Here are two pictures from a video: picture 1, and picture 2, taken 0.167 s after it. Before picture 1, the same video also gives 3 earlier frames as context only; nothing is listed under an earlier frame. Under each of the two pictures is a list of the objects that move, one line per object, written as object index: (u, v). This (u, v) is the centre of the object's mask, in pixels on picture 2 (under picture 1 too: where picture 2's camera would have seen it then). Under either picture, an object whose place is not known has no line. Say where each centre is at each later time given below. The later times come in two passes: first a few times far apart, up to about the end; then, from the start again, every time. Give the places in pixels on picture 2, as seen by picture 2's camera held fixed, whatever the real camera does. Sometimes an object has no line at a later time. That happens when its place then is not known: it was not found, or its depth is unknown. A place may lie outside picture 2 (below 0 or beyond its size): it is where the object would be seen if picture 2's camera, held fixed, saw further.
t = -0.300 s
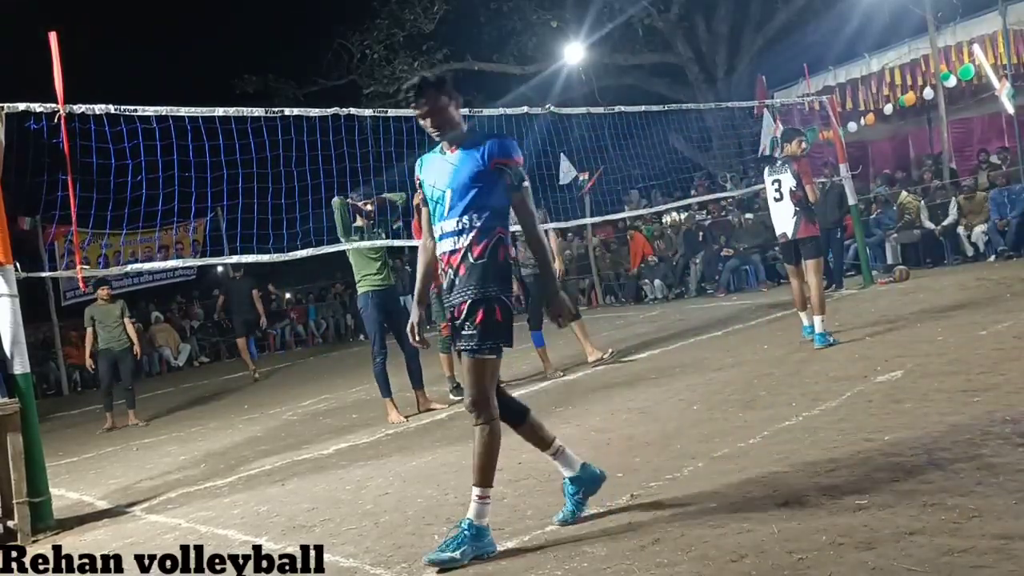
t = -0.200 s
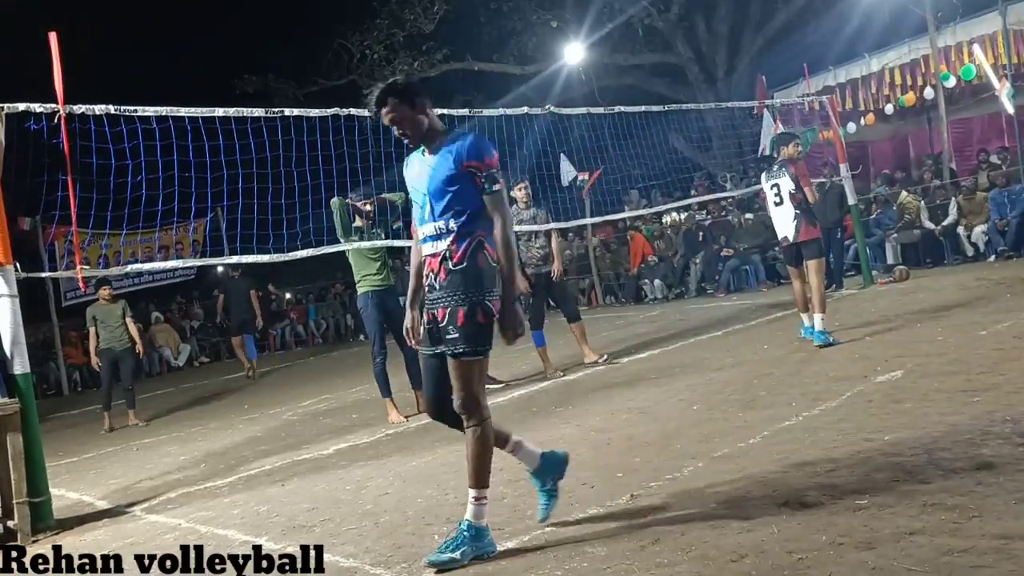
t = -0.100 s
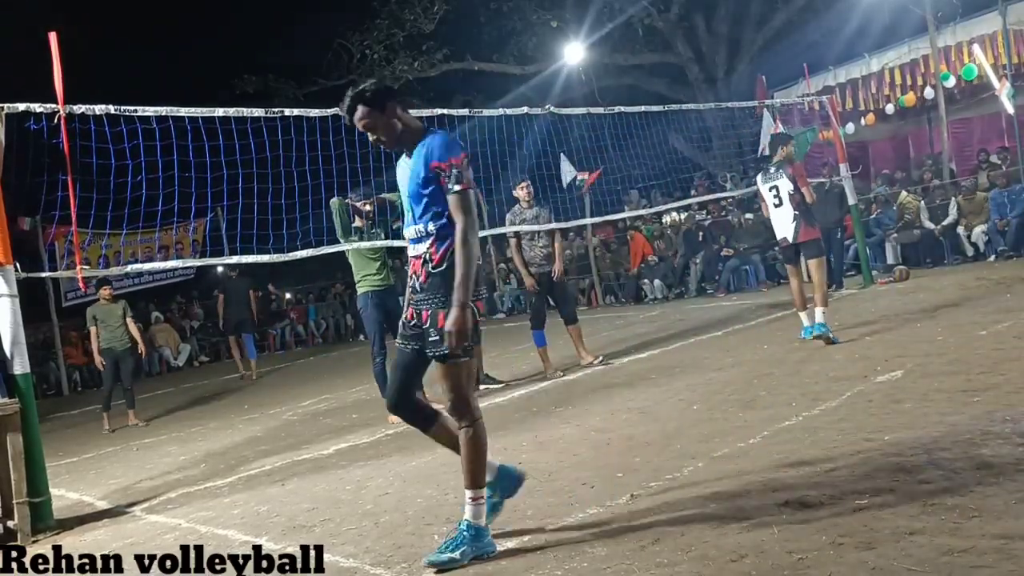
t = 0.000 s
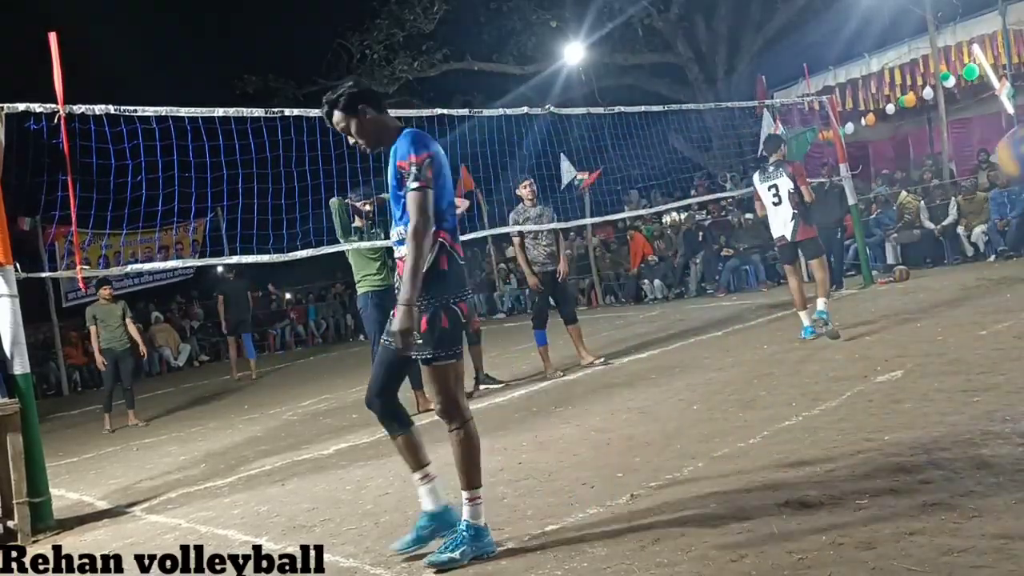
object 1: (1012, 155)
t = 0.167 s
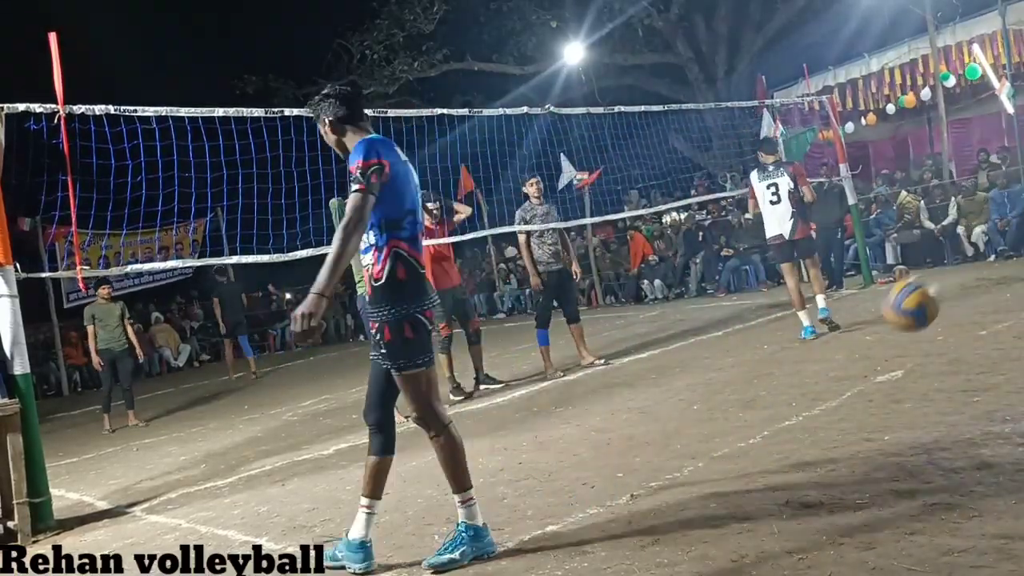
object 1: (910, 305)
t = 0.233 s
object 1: (876, 374)
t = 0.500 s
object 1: (689, 314)
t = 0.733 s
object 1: (560, 298)
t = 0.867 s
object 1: (505, 330)
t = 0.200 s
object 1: (894, 336)
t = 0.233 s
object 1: (876, 374)
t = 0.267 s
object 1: (863, 404)
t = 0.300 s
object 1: (844, 425)
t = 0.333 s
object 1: (814, 400)
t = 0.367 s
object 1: (786, 377)
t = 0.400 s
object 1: (761, 358)
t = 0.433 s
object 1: (735, 340)
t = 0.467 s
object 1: (712, 326)
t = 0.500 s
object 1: (689, 314)
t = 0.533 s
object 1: (667, 305)
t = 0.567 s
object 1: (647, 299)
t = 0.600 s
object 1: (627, 295)
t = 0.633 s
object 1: (609, 293)
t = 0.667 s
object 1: (593, 293)
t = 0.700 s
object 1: (574, 294)
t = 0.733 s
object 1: (560, 298)
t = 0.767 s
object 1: (545, 304)
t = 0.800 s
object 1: (531, 311)
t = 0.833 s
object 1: (517, 320)
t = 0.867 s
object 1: (505, 330)
